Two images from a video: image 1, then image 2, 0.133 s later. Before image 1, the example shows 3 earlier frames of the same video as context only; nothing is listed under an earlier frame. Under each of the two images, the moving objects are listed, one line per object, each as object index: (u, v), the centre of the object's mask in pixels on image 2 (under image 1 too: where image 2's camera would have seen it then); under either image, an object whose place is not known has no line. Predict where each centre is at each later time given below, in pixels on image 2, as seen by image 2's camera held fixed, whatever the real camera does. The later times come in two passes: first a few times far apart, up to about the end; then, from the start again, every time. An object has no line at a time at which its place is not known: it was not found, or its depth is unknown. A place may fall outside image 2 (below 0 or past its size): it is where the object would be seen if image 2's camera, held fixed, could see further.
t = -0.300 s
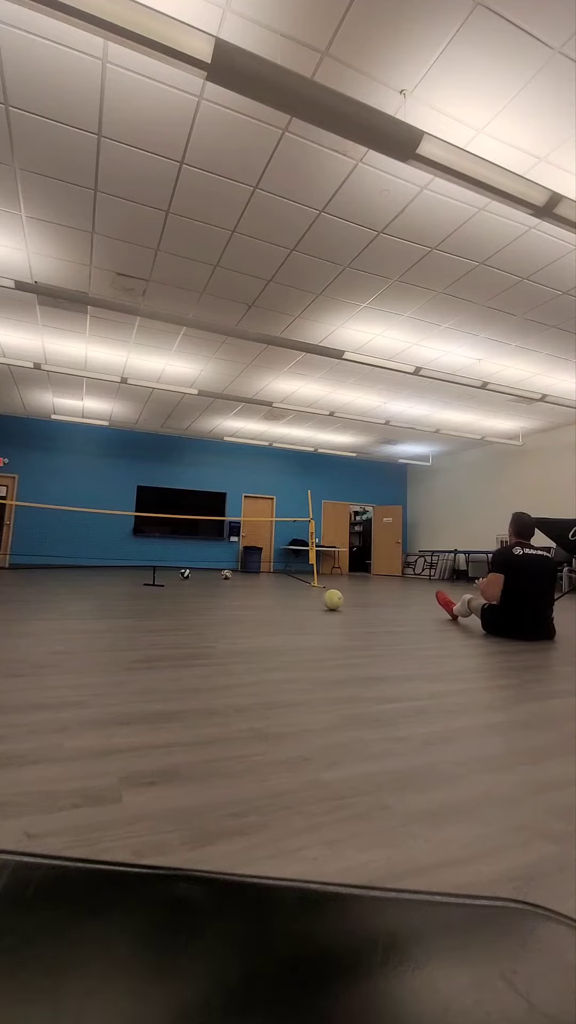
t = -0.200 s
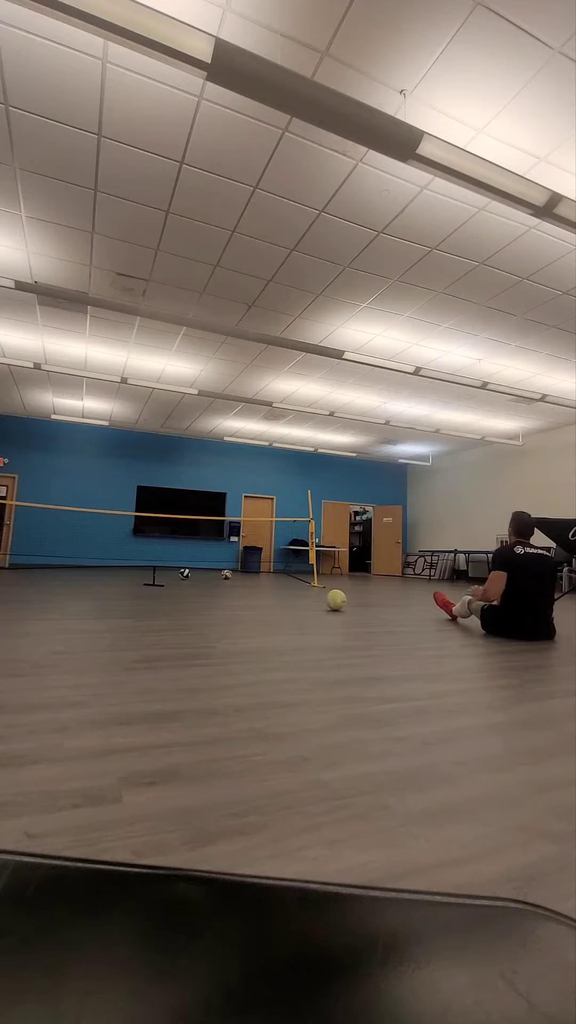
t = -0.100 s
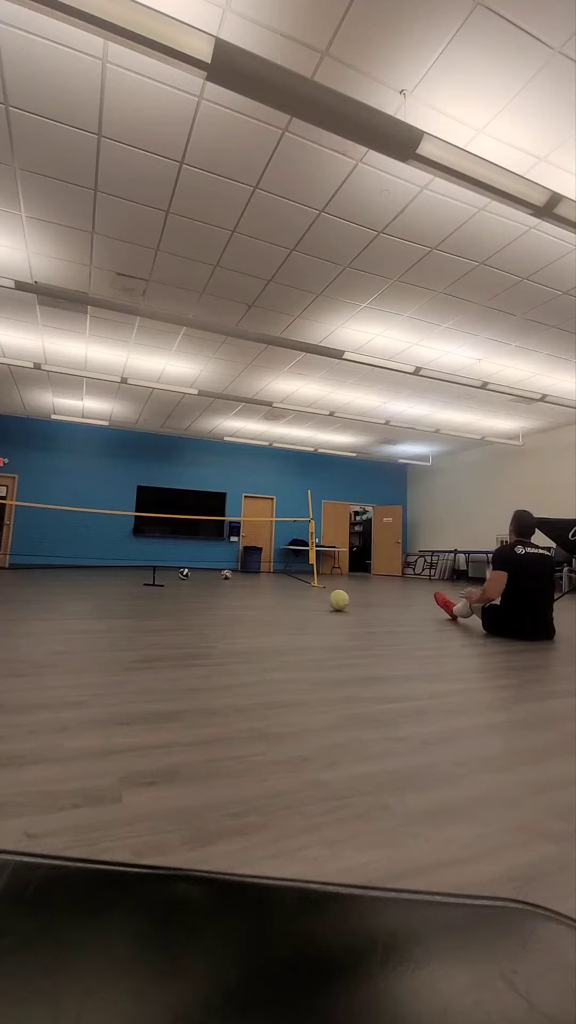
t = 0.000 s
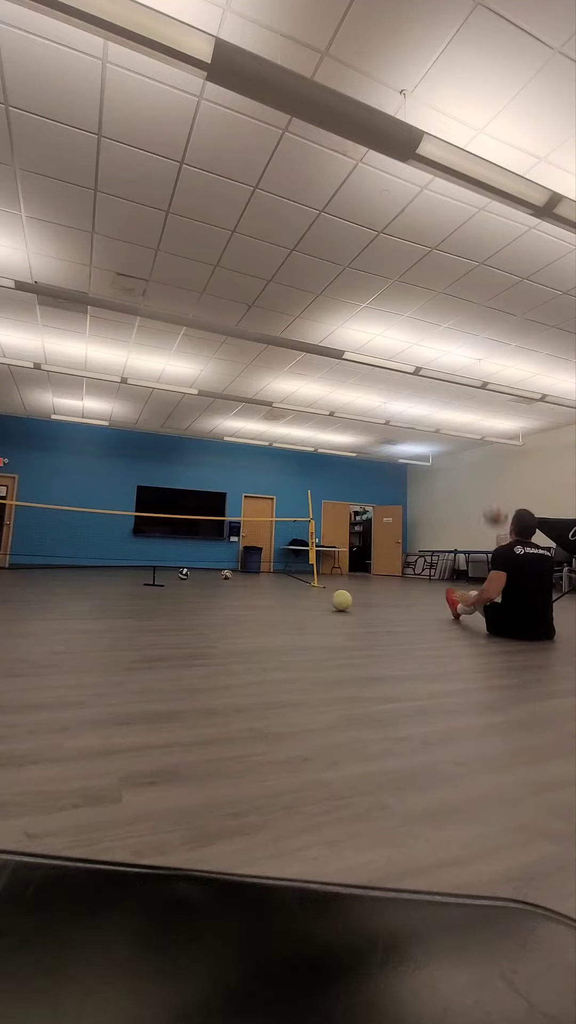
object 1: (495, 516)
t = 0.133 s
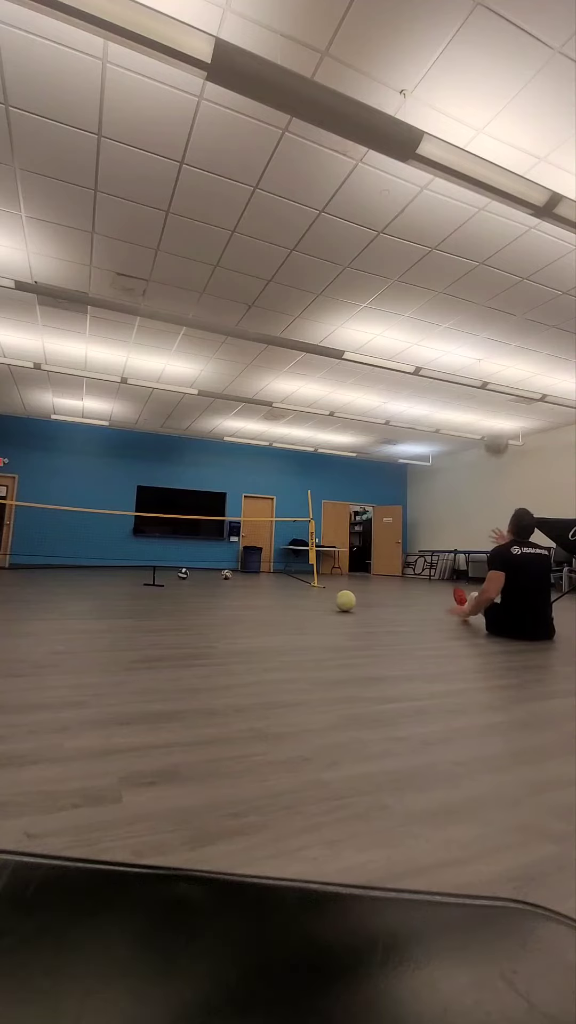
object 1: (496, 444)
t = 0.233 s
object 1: (497, 404)
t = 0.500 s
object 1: (501, 349)
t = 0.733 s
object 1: (507, 359)
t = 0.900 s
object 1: (512, 403)
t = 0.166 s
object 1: (496, 429)
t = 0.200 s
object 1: (497, 415)
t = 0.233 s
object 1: (497, 404)
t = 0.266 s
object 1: (497, 393)
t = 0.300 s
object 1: (498, 383)
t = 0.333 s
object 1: (498, 374)
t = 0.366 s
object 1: (499, 367)
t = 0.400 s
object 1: (499, 361)
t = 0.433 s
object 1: (500, 355)
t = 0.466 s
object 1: (500, 352)
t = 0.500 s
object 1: (501, 349)
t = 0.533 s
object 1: (502, 347)
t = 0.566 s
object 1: (502, 346)
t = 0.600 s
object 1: (503, 347)
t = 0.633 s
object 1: (504, 348)
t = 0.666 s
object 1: (505, 351)
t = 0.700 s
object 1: (506, 354)
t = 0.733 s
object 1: (507, 359)
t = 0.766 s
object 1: (508, 366)
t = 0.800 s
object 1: (509, 373)
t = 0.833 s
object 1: (510, 382)
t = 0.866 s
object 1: (511, 392)
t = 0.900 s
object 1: (512, 403)
